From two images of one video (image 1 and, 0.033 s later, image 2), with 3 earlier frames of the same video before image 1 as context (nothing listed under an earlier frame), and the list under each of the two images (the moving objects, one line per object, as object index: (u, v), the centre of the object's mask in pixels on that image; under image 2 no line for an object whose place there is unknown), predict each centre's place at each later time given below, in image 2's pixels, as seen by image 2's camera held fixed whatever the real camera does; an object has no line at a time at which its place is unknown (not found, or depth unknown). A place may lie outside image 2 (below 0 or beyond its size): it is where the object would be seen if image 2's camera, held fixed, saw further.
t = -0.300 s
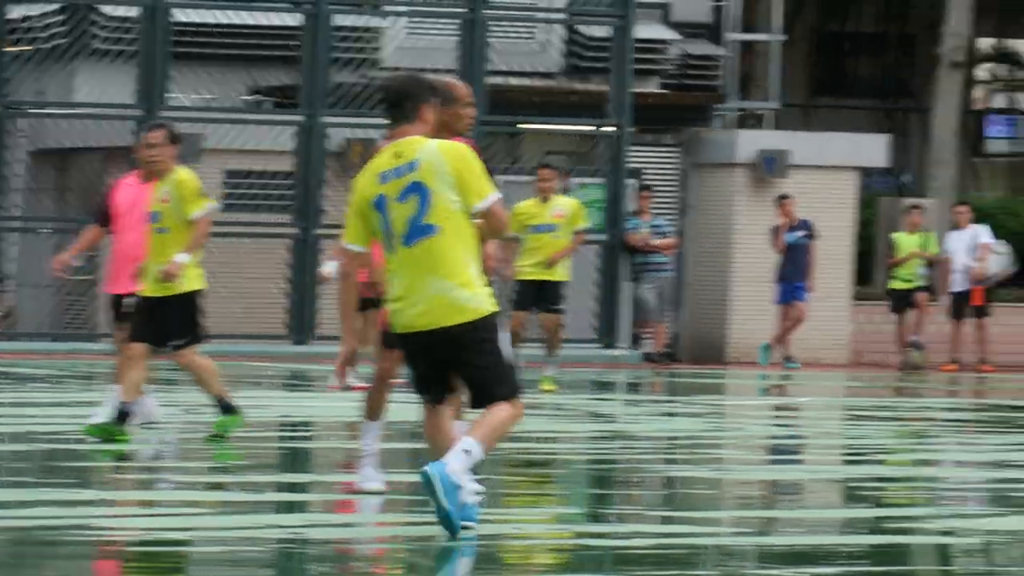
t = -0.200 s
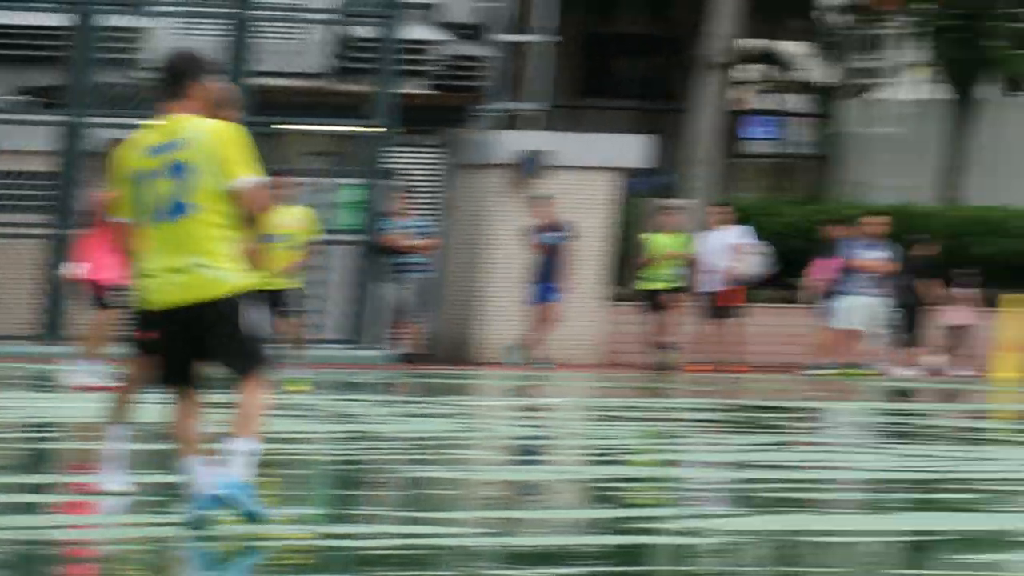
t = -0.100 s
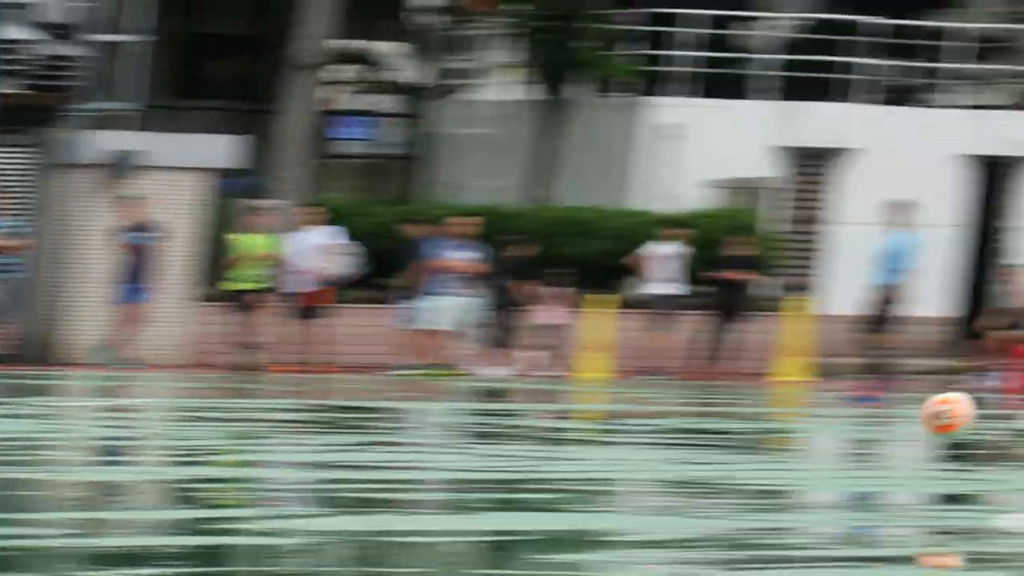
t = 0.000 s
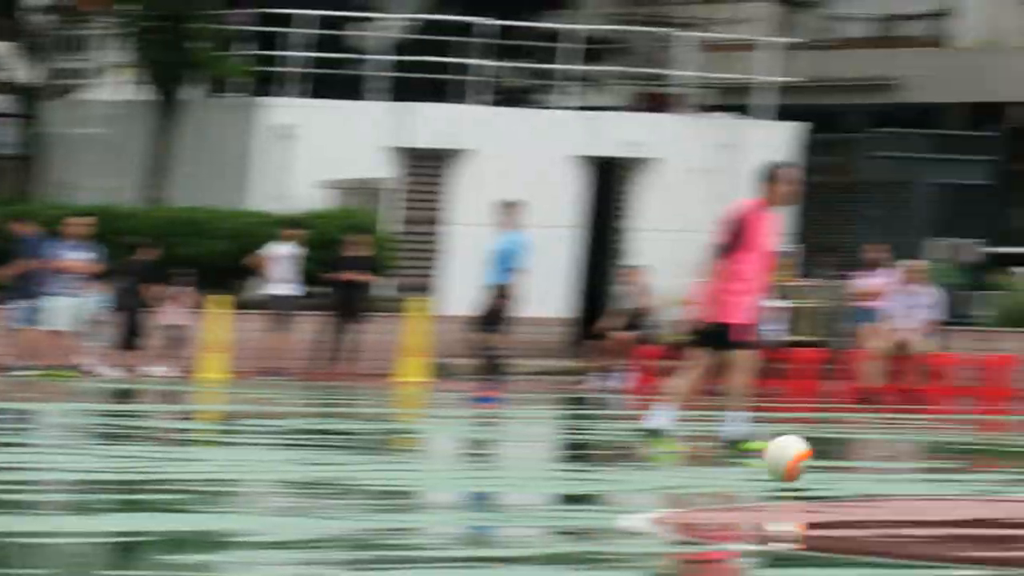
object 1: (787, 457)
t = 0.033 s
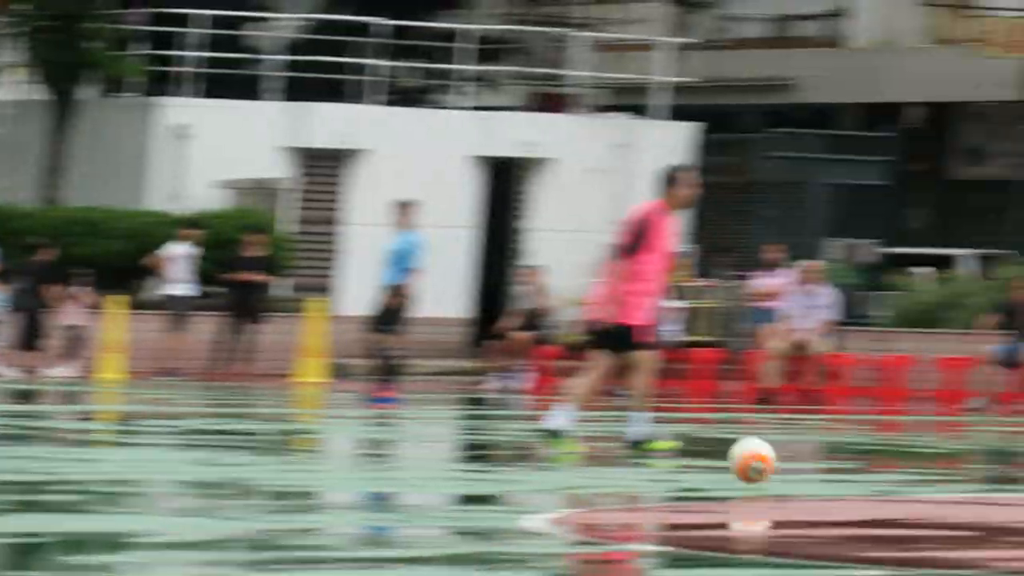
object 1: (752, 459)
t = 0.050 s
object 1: (782, 451)
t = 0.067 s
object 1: (813, 445)
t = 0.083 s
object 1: (844, 439)
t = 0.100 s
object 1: (874, 434)
